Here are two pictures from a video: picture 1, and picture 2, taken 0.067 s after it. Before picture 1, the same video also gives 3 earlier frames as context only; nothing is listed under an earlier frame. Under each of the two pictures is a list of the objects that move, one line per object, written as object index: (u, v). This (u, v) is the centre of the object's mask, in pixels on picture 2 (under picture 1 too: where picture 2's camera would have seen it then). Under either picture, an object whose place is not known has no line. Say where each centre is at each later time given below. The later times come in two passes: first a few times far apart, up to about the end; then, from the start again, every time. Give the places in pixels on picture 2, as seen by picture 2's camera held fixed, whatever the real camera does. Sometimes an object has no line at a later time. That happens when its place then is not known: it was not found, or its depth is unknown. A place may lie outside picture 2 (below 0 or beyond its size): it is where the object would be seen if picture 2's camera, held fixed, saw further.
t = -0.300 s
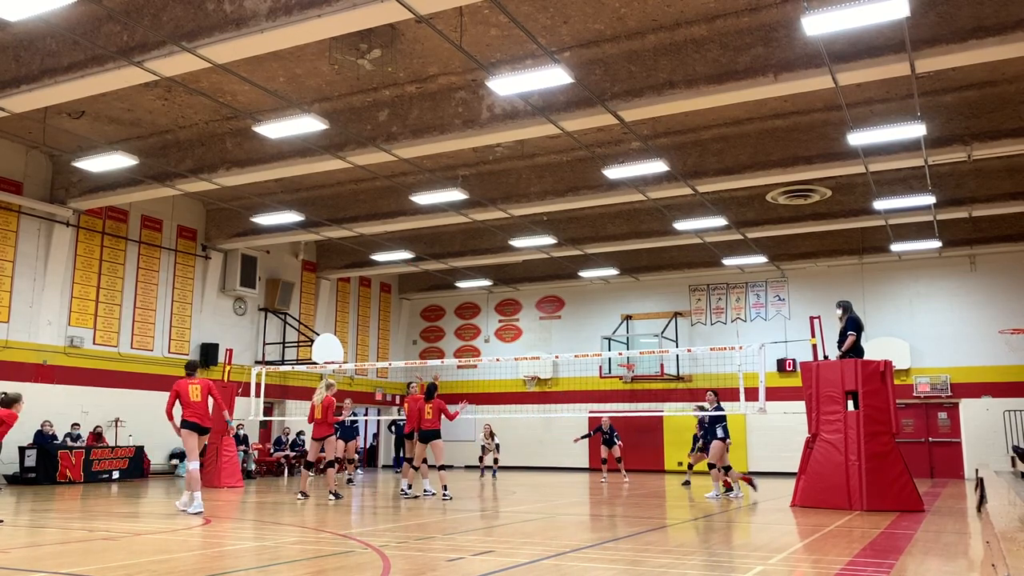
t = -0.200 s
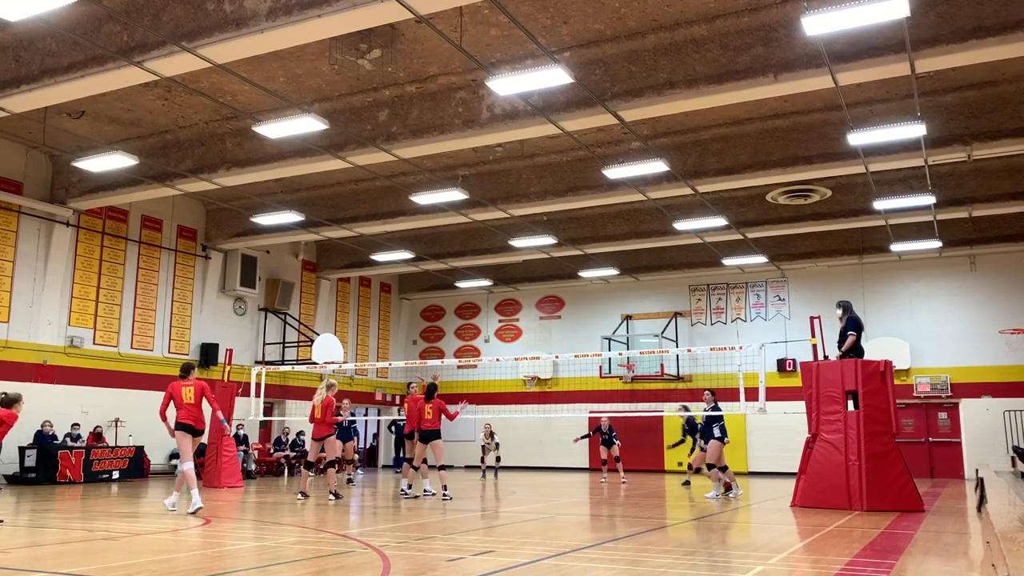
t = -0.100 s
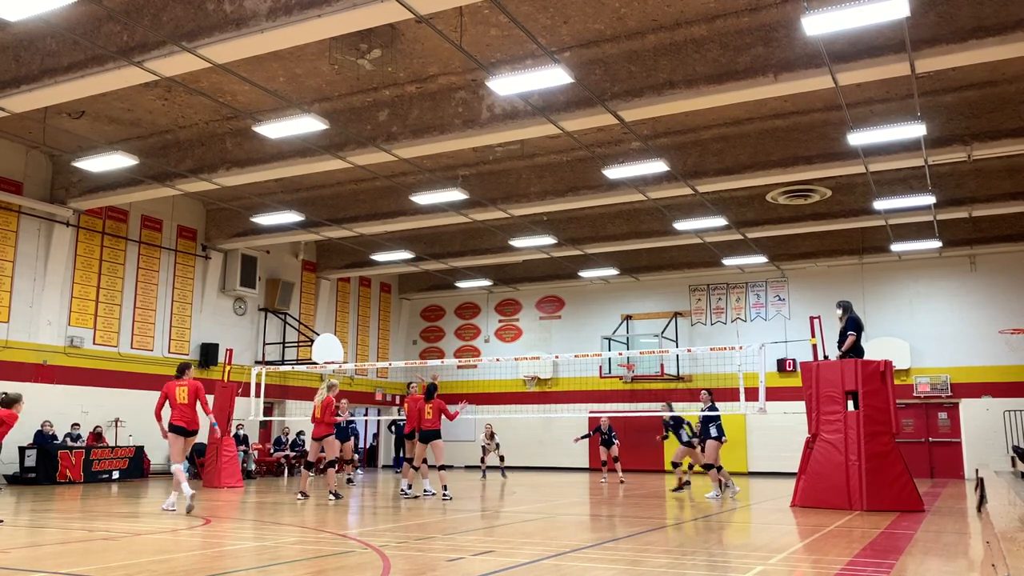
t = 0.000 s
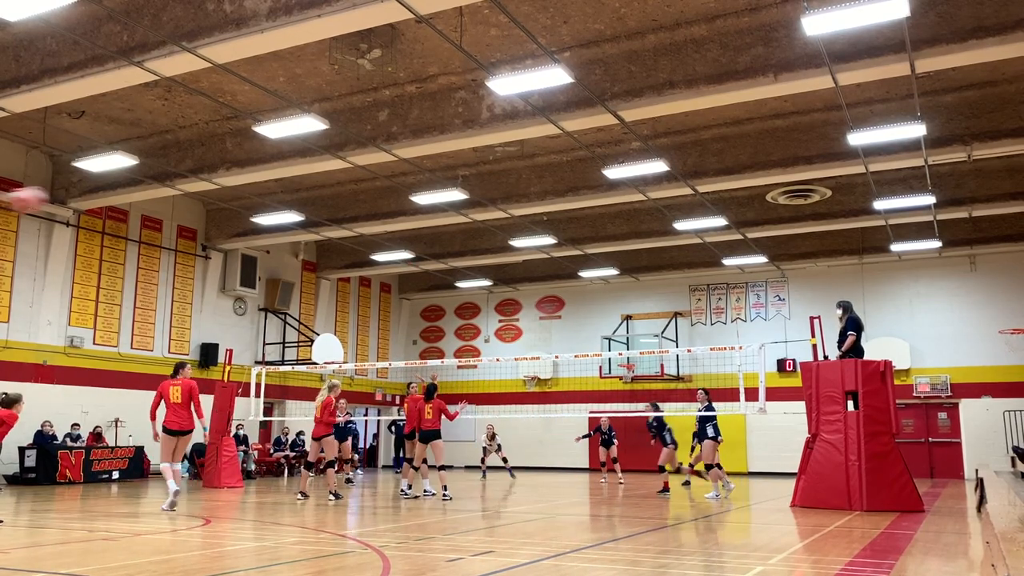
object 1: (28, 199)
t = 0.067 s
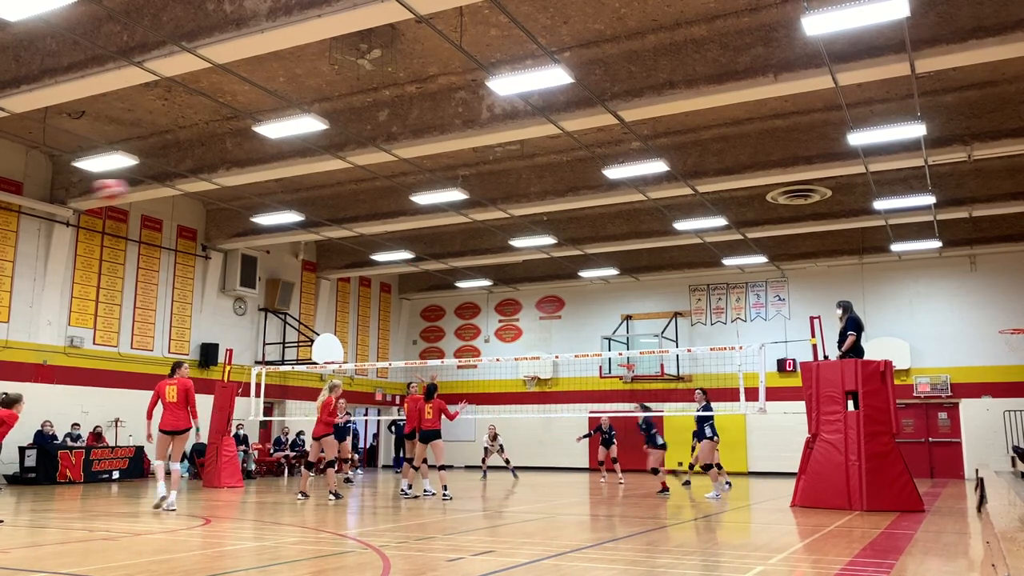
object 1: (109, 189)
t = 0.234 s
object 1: (259, 191)
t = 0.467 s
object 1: (386, 227)
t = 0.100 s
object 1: (145, 185)
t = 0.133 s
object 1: (178, 187)
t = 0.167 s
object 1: (207, 188)
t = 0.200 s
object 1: (235, 189)
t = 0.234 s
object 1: (259, 191)
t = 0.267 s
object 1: (282, 194)
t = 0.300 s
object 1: (302, 198)
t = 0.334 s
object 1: (322, 203)
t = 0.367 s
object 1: (339, 208)
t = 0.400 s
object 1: (356, 214)
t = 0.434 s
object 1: (372, 219)
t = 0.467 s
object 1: (386, 227)
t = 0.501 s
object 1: (400, 235)
